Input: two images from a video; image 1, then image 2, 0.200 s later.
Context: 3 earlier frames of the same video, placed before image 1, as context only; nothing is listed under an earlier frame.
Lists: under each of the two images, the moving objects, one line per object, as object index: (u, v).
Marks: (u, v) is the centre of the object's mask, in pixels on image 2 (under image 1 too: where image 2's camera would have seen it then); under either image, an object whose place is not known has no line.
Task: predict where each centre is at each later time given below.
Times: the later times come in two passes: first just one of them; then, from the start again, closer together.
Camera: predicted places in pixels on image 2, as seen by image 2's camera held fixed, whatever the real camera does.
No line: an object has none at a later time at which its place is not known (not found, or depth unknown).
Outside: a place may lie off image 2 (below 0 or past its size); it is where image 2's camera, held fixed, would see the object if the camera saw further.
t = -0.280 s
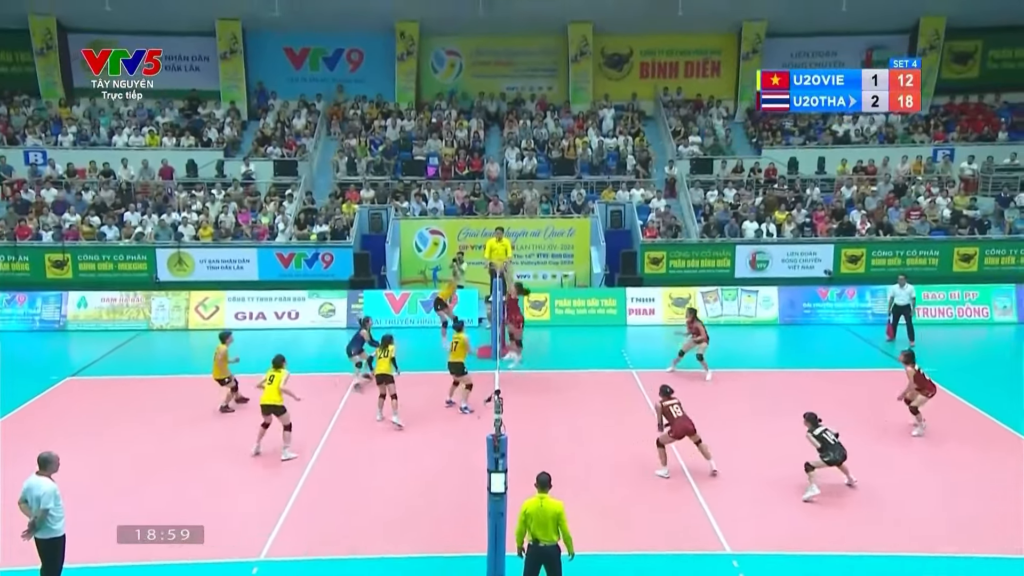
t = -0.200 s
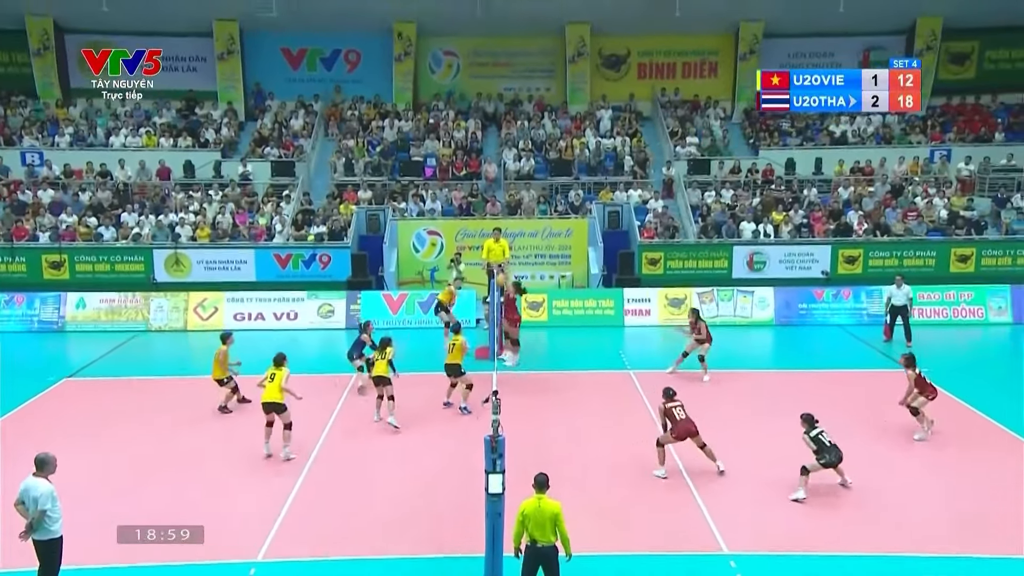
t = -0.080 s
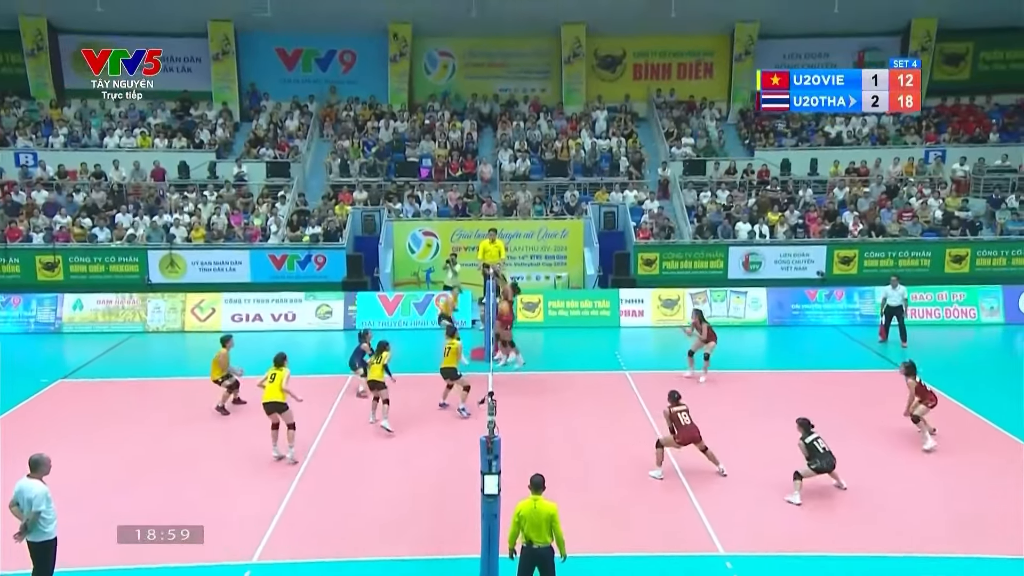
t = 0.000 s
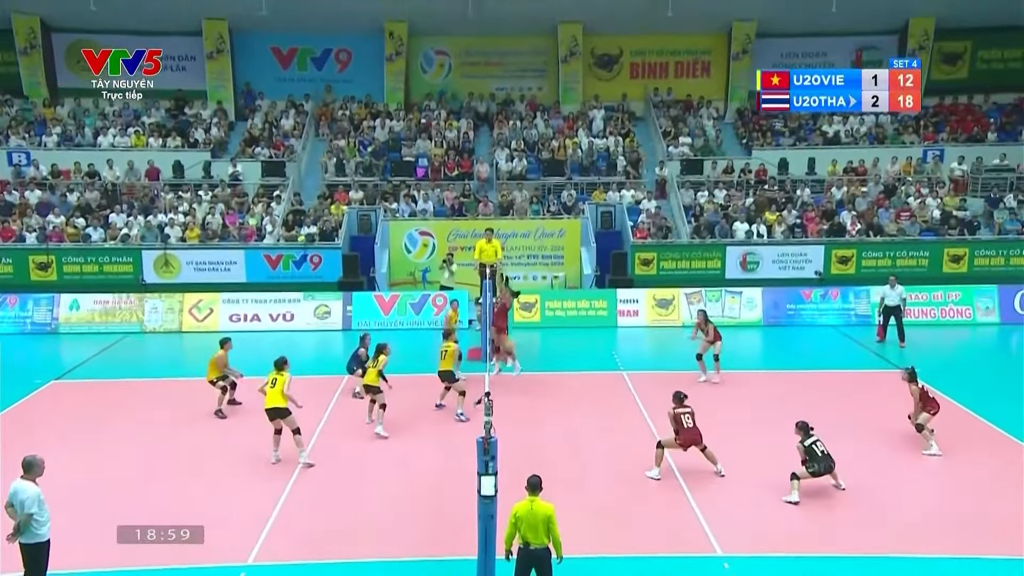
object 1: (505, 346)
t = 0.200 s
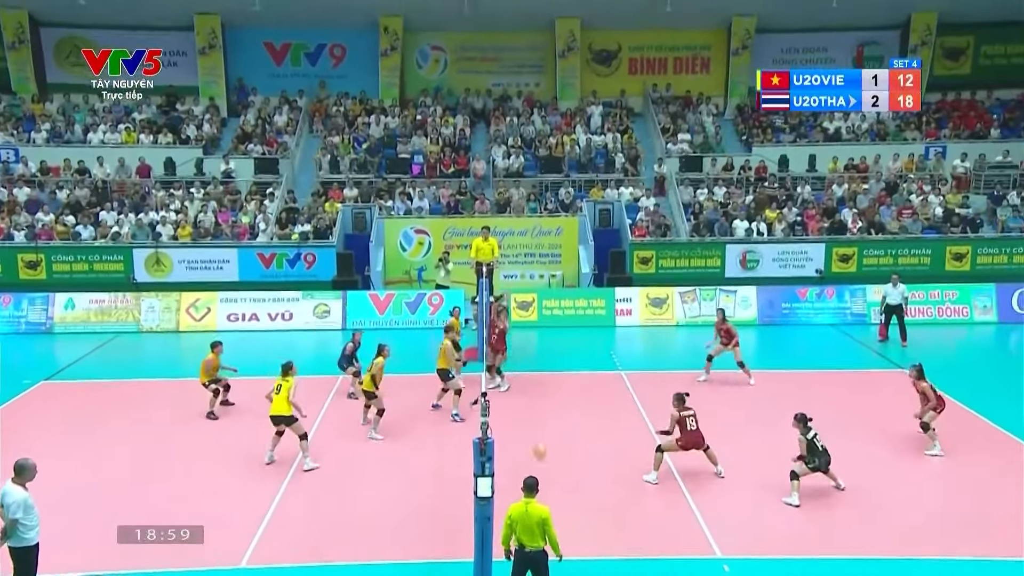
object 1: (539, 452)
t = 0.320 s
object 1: (562, 524)
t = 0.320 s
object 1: (562, 524)
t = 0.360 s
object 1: (568, 520)
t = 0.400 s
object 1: (576, 511)
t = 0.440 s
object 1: (585, 504)
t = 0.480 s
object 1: (591, 503)
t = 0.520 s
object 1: (597, 500)
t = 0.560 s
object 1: (601, 501)
